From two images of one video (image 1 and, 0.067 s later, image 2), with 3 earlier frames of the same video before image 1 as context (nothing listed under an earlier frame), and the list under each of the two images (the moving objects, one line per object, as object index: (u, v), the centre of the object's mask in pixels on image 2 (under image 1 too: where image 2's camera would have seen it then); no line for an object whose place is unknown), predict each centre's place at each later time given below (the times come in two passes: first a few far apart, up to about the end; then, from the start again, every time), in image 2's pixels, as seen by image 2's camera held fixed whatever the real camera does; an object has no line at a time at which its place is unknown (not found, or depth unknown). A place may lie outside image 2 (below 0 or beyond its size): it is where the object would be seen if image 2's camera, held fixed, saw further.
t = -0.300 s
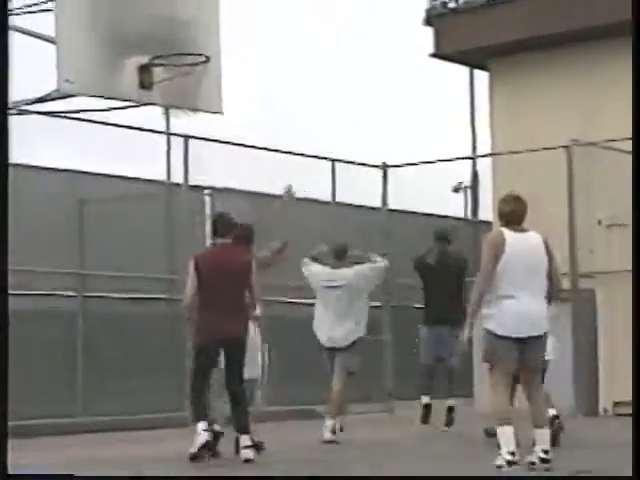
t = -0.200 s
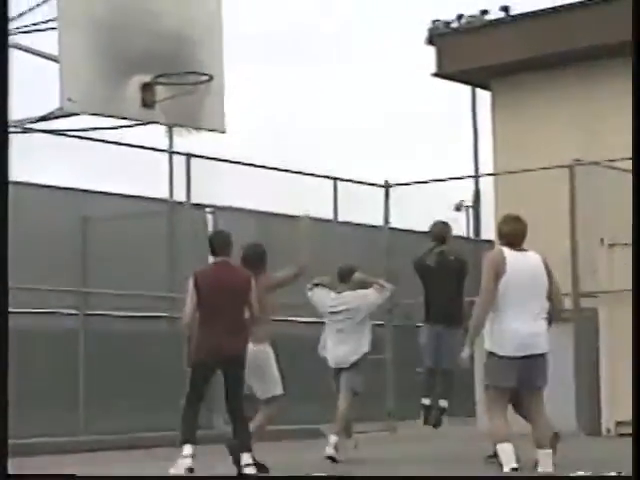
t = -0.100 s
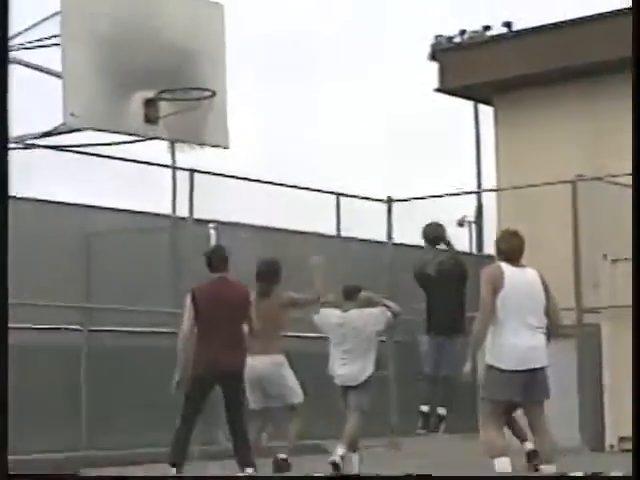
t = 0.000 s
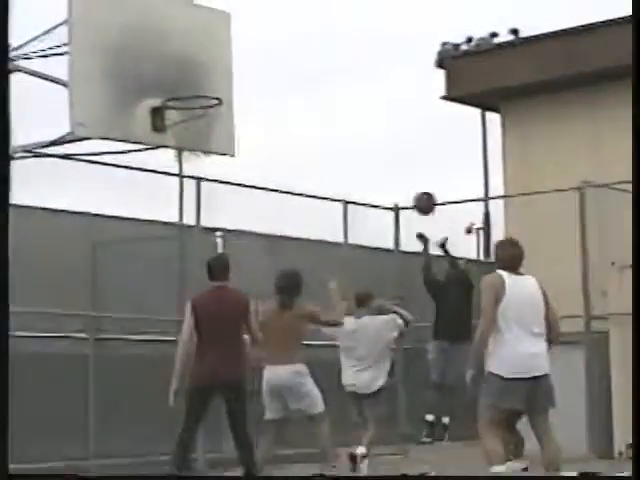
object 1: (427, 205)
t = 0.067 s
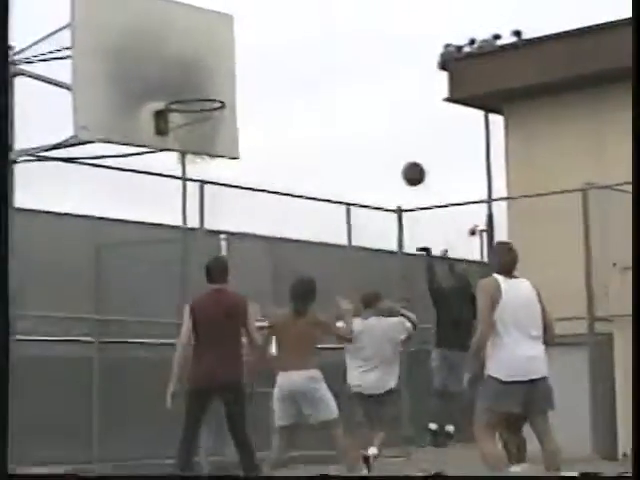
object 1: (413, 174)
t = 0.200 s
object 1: (384, 123)
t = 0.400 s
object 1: (337, 76)
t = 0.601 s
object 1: (288, 68)
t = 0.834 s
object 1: (227, 118)
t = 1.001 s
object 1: (250, 219)
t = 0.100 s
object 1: (406, 160)
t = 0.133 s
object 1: (398, 146)
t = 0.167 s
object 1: (392, 134)
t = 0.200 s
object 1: (384, 123)
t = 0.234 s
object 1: (376, 112)
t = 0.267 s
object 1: (368, 103)
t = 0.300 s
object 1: (360, 95)
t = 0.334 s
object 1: (353, 87)
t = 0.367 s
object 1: (345, 81)
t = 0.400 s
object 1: (337, 76)
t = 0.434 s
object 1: (329, 72)
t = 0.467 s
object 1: (321, 68)
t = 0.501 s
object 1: (313, 66)
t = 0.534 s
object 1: (305, 66)
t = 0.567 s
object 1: (296, 66)
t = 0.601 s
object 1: (288, 68)
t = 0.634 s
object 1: (279, 71)
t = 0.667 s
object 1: (270, 75)
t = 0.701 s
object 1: (262, 81)
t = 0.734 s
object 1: (252, 88)
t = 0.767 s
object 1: (243, 96)
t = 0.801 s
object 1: (233, 106)
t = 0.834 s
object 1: (227, 118)
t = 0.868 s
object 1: (232, 135)
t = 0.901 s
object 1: (236, 154)
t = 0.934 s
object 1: (241, 173)
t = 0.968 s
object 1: (245, 196)
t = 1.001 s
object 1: (250, 219)
